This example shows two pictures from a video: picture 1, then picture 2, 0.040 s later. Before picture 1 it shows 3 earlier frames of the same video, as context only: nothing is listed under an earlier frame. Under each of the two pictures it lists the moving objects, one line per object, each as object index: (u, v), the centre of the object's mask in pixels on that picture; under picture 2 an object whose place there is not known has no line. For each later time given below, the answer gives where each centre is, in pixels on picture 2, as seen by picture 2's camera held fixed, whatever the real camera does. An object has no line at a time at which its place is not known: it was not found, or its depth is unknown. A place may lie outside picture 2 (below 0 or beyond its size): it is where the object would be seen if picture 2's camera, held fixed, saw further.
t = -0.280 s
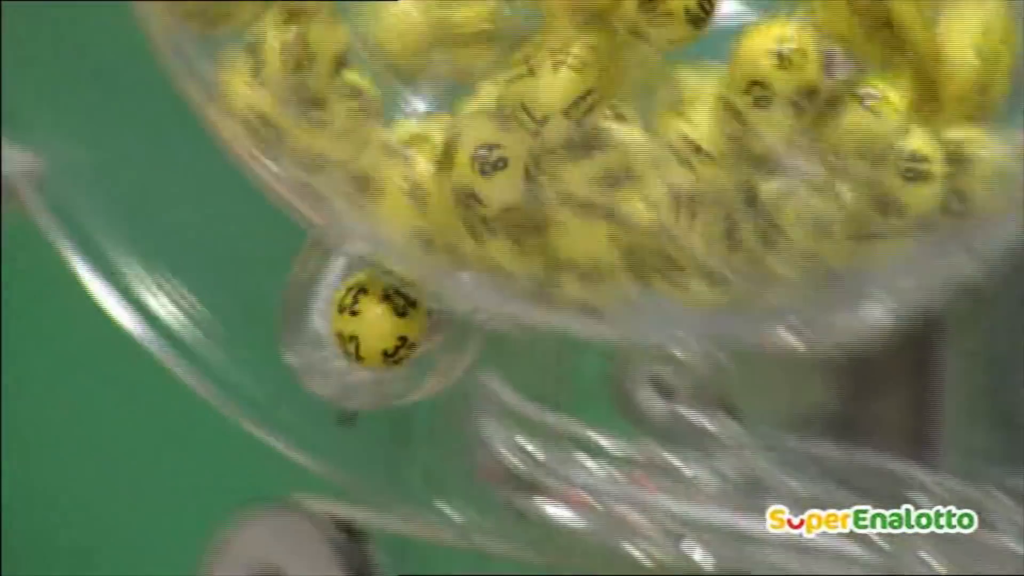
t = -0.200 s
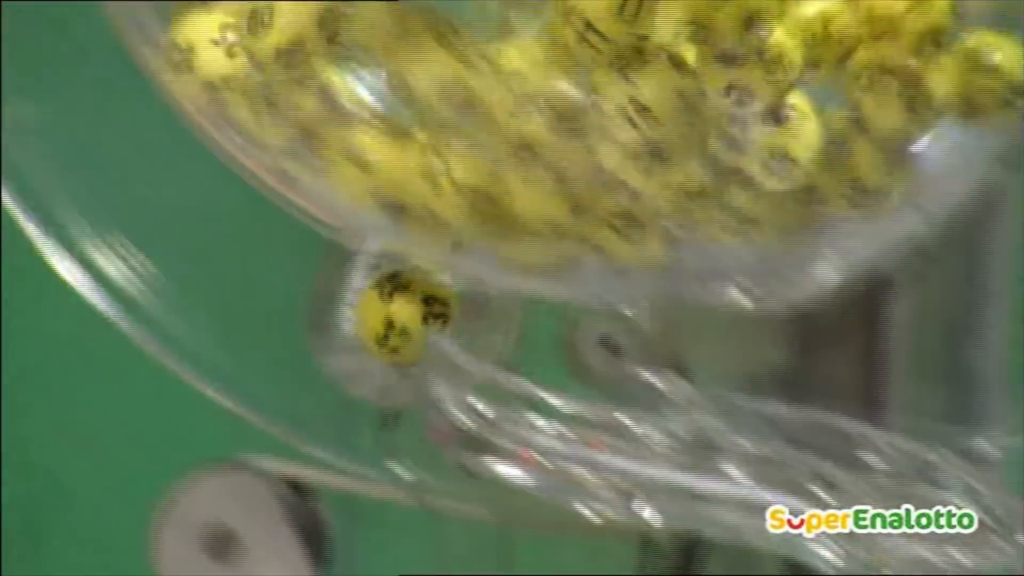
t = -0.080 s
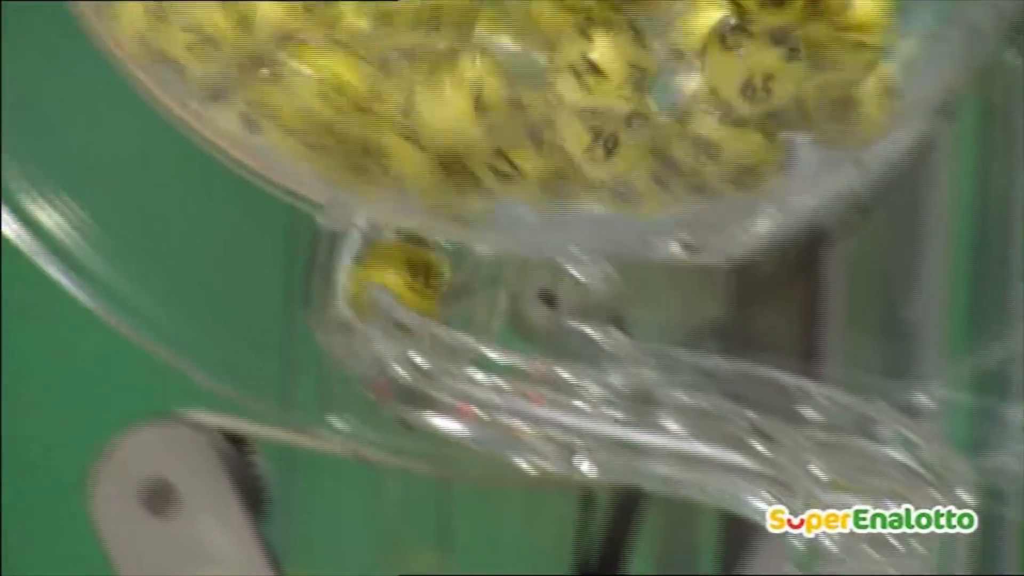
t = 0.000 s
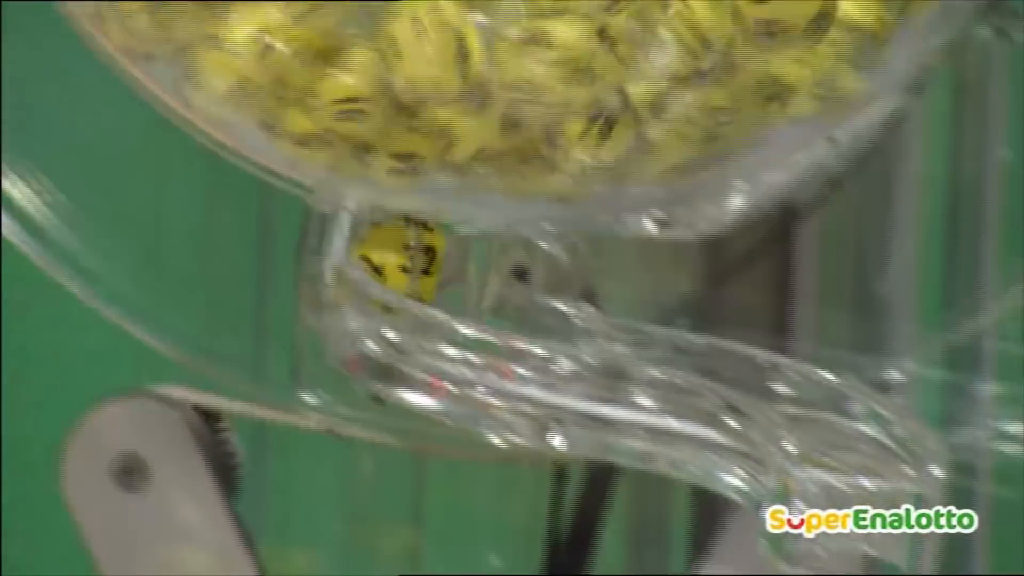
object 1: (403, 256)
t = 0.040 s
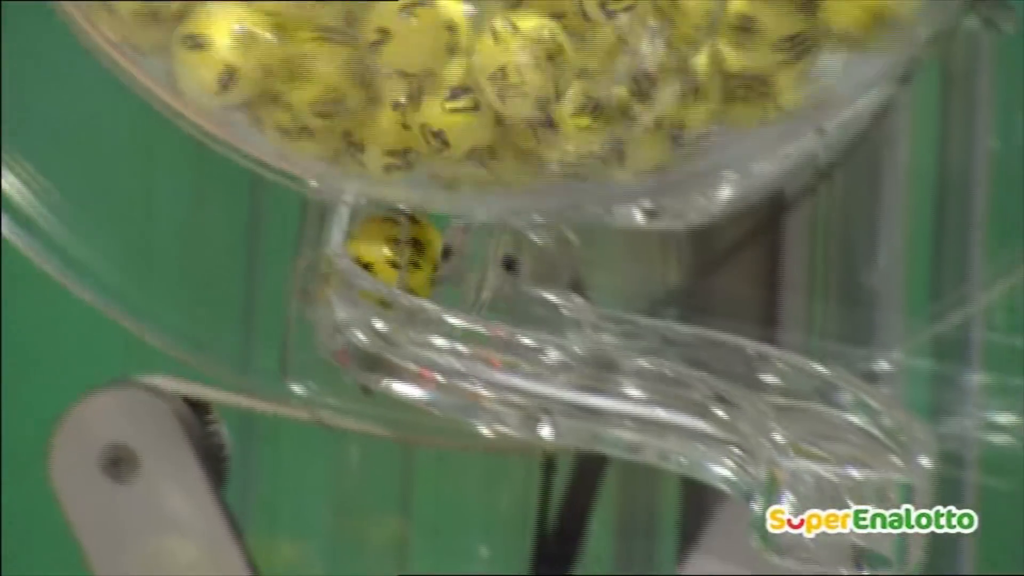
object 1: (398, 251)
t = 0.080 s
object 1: (405, 254)
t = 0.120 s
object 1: (418, 258)
